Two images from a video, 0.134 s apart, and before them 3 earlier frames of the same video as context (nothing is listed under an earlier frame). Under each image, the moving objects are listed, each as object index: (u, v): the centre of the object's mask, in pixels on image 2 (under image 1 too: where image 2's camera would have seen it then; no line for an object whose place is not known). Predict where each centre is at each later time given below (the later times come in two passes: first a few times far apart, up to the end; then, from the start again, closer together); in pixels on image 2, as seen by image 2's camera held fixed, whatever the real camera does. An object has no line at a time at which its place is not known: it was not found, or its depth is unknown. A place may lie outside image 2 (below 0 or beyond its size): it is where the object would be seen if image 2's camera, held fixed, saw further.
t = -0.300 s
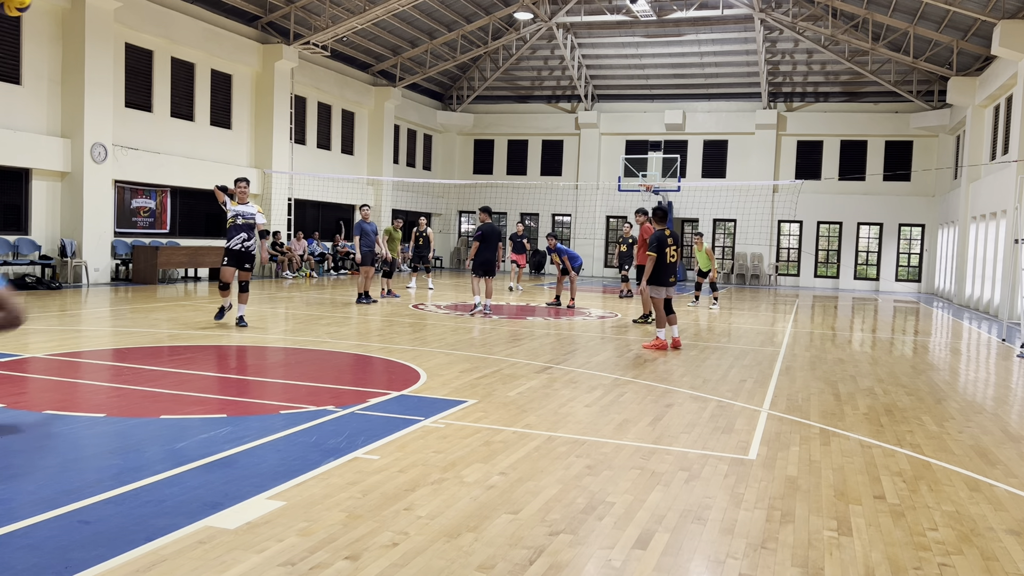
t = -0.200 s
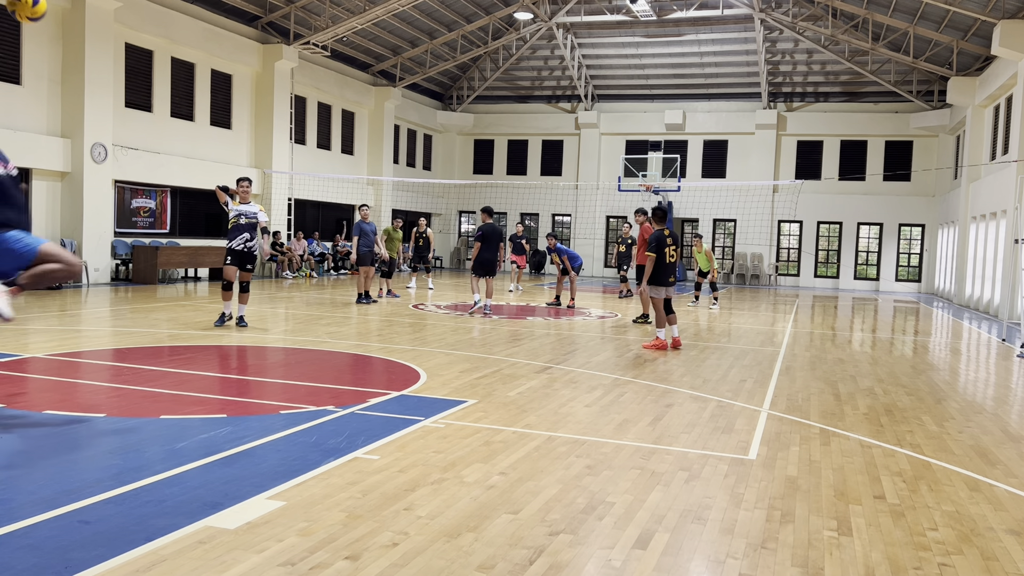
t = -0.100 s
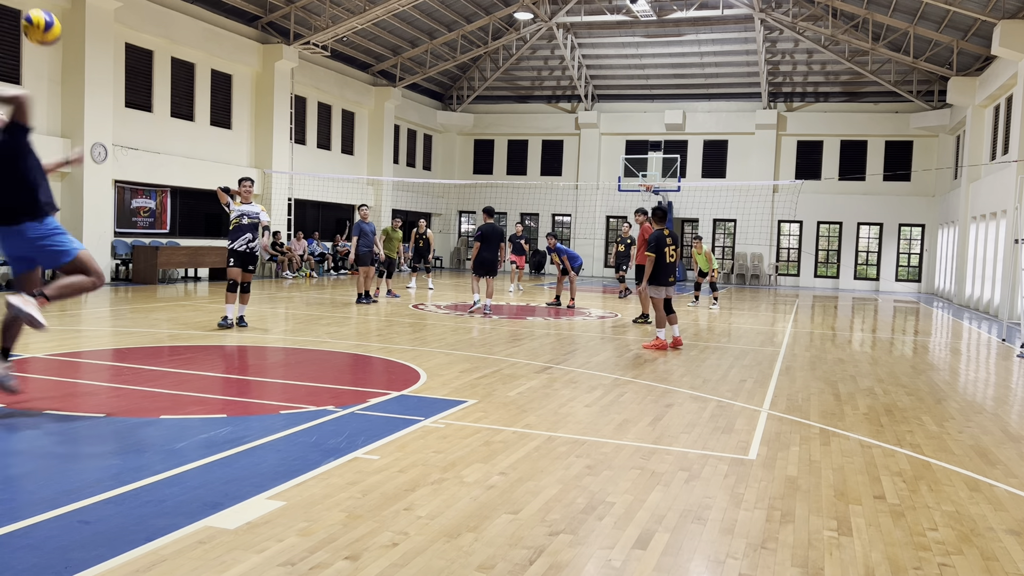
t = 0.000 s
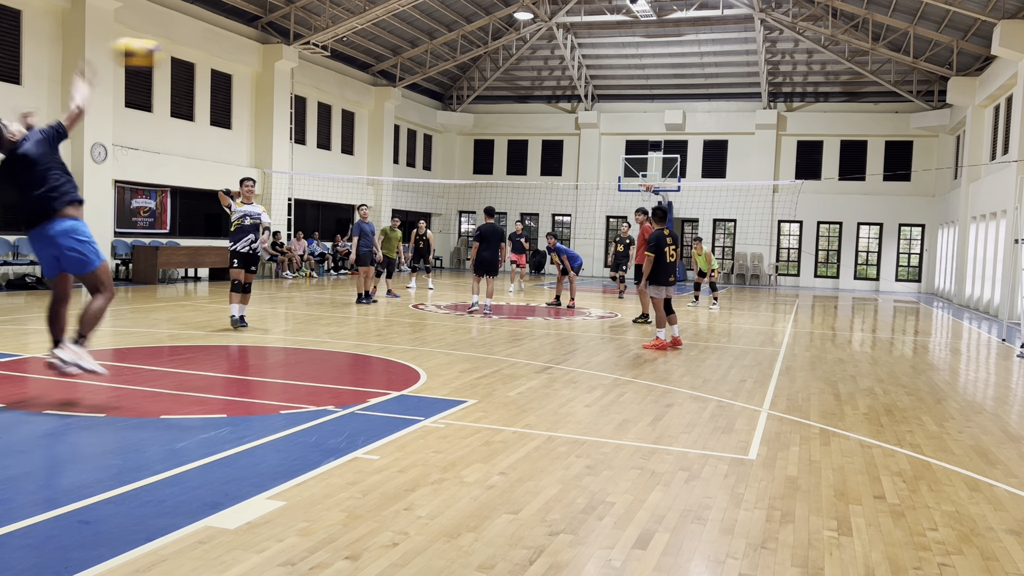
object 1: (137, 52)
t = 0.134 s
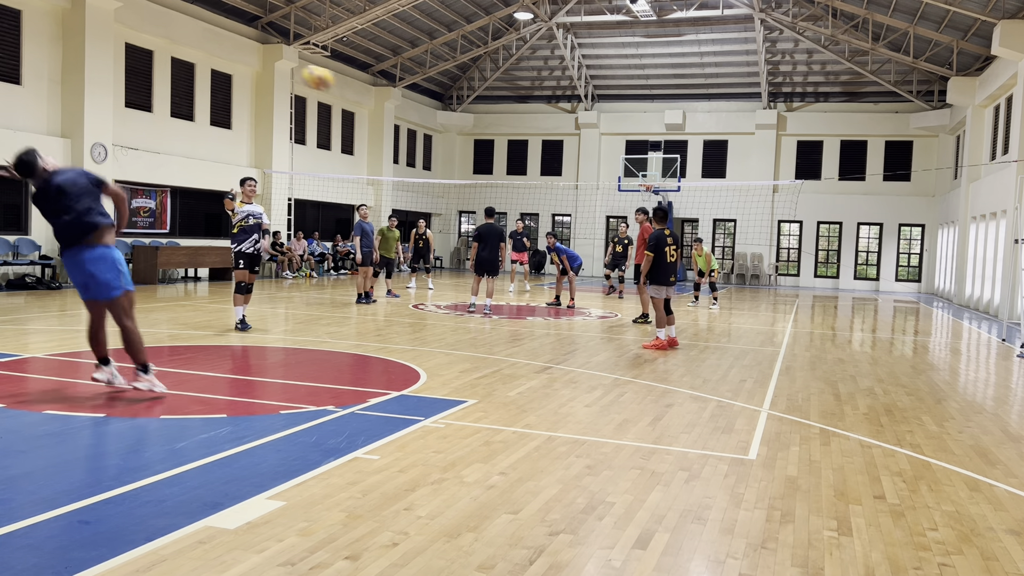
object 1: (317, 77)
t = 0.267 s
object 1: (421, 110)
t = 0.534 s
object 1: (531, 175)
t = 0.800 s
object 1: (565, 217)
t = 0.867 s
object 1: (563, 226)
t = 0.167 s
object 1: (348, 85)
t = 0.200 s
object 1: (376, 93)
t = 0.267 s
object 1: (421, 110)
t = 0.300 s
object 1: (439, 118)
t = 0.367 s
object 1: (472, 134)
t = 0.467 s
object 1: (511, 160)
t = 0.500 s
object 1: (520, 168)
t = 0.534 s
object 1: (531, 175)
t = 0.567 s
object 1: (540, 183)
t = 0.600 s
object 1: (548, 191)
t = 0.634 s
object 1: (556, 198)
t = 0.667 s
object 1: (561, 202)
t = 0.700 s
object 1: (565, 207)
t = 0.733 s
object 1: (566, 211)
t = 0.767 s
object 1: (566, 214)
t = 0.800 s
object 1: (565, 217)
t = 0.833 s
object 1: (564, 221)
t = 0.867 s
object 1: (563, 226)
